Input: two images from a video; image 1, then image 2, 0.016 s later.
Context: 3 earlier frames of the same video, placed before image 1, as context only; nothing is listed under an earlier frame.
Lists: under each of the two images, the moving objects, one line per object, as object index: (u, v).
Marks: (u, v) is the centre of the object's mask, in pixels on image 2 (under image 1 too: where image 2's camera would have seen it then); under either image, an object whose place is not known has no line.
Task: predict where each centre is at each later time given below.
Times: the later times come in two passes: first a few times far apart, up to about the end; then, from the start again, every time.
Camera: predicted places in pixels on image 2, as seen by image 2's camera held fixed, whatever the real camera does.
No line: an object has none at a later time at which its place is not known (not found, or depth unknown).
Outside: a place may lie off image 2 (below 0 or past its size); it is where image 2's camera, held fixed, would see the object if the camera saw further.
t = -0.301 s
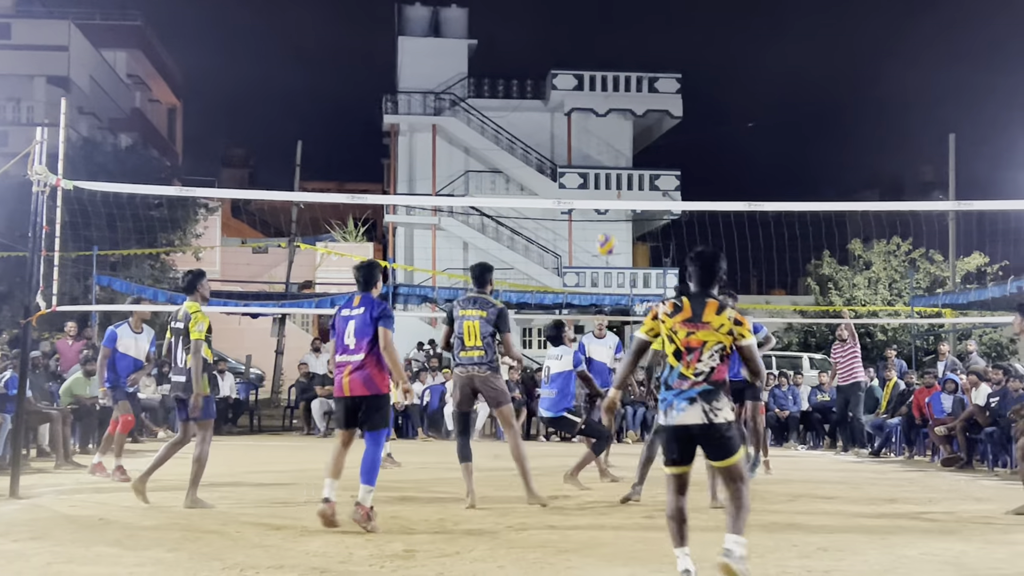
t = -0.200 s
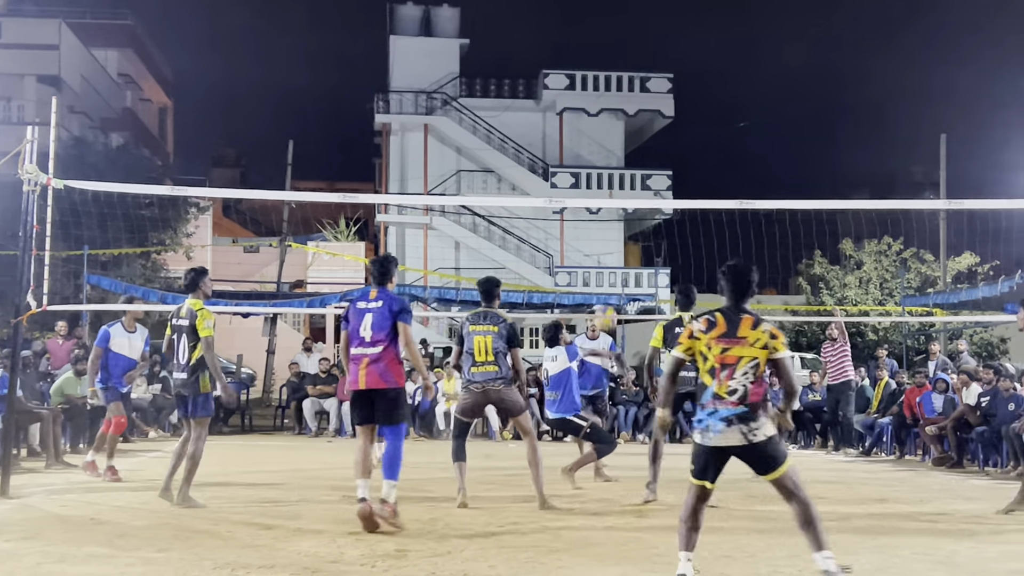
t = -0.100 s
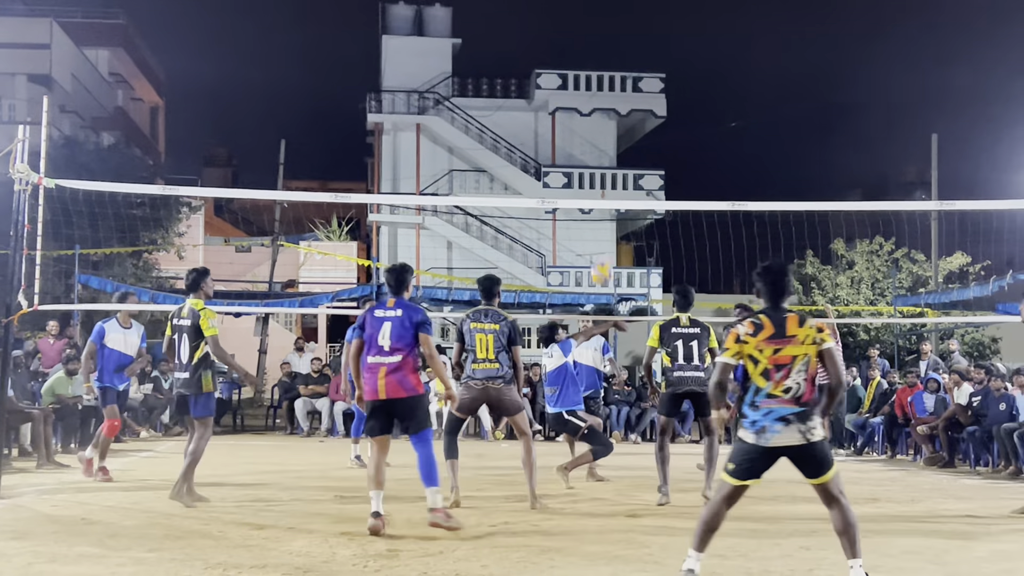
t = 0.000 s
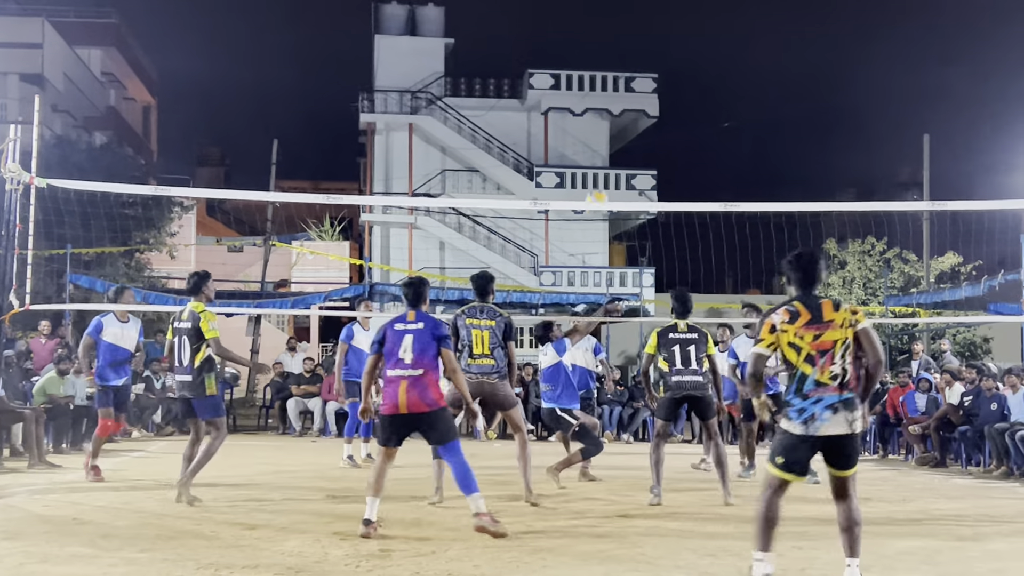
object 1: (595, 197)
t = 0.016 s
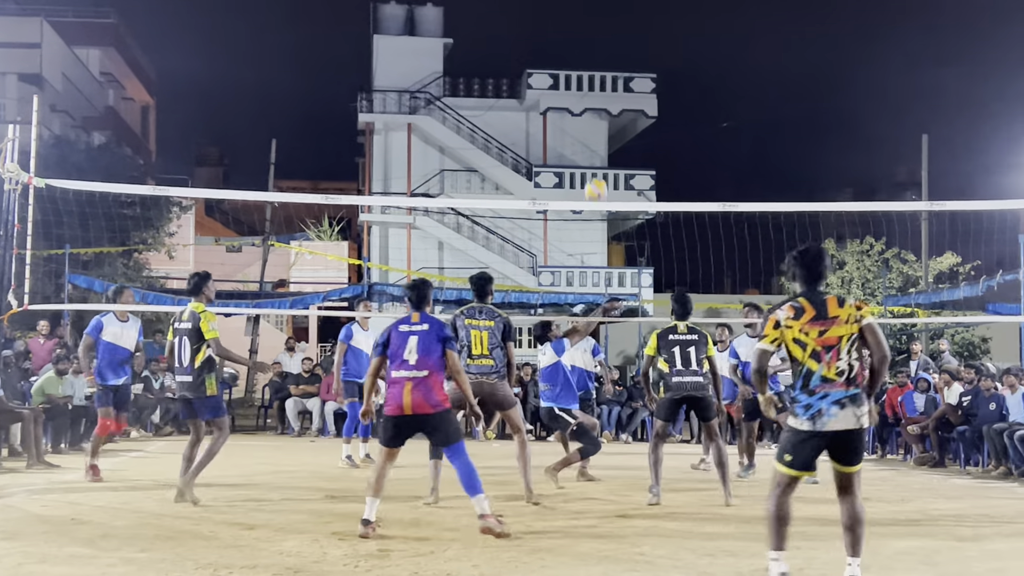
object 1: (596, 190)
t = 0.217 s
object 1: (601, 85)
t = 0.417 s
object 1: (607, 22)
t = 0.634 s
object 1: (614, 3)
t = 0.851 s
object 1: (621, 31)
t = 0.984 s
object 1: (625, 74)
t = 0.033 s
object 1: (596, 181)
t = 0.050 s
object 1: (597, 170)
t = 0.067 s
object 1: (597, 159)
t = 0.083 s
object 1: (598, 151)
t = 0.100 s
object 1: (598, 142)
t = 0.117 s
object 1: (599, 132)
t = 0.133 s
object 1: (599, 124)
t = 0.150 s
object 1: (599, 115)
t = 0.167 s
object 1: (600, 107)
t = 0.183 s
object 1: (600, 100)
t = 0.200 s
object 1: (600, 92)
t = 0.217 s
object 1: (601, 85)
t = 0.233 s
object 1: (602, 79)
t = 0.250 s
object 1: (602, 72)
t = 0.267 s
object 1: (603, 65)
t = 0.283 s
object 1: (603, 59)
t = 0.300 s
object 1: (604, 53)
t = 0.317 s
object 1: (604, 48)
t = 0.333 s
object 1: (605, 43)
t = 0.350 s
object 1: (605, 38)
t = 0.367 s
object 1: (606, 33)
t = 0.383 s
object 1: (606, 29)
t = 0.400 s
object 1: (607, 25)
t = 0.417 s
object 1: (607, 22)
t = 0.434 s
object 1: (608, 18)
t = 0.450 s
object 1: (608, 15)
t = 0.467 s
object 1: (609, 13)
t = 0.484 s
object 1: (609, 10)
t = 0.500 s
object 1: (610, 8)
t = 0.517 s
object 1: (610, 7)
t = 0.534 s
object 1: (611, 6)
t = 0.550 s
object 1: (611, 5)
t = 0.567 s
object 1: (612, 5)
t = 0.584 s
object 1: (612, 4)
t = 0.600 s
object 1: (613, 4)
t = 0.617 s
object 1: (614, 3)
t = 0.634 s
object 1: (614, 3)
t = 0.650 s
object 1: (614, 4)
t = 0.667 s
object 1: (615, 4)
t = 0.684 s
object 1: (616, 5)
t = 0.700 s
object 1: (616, 5)
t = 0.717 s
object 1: (617, 7)
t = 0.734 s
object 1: (617, 8)
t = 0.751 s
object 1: (618, 11)
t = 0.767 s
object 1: (618, 13)
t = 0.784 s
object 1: (619, 16)
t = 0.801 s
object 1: (619, 19)
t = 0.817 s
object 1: (620, 23)
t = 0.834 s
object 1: (620, 26)
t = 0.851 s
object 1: (621, 31)
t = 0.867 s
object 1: (622, 35)
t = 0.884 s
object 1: (622, 39)
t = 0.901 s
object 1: (623, 45)
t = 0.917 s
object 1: (623, 50)
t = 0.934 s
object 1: (624, 55)
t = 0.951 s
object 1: (624, 61)
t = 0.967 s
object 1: (625, 68)
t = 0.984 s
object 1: (625, 74)
